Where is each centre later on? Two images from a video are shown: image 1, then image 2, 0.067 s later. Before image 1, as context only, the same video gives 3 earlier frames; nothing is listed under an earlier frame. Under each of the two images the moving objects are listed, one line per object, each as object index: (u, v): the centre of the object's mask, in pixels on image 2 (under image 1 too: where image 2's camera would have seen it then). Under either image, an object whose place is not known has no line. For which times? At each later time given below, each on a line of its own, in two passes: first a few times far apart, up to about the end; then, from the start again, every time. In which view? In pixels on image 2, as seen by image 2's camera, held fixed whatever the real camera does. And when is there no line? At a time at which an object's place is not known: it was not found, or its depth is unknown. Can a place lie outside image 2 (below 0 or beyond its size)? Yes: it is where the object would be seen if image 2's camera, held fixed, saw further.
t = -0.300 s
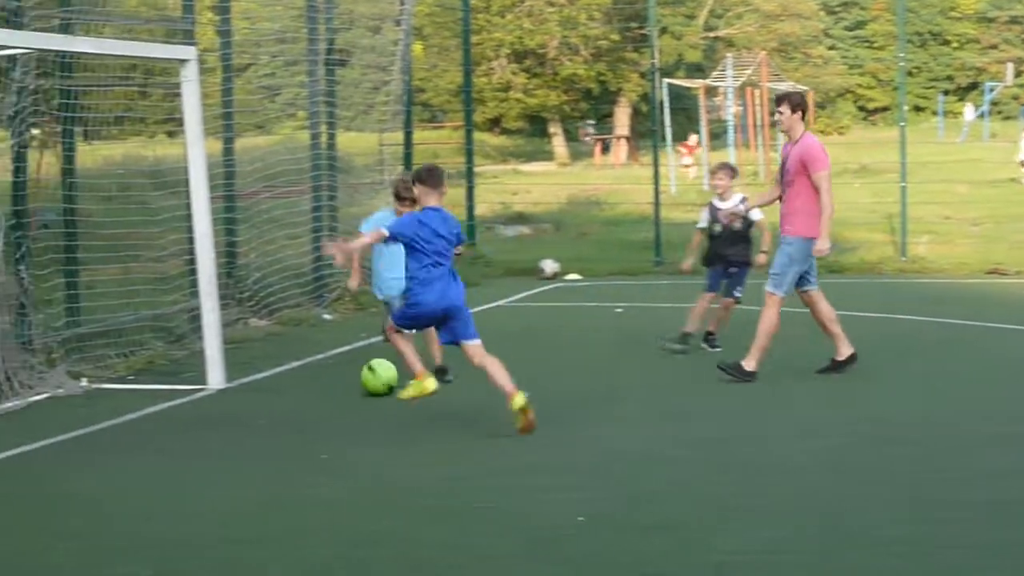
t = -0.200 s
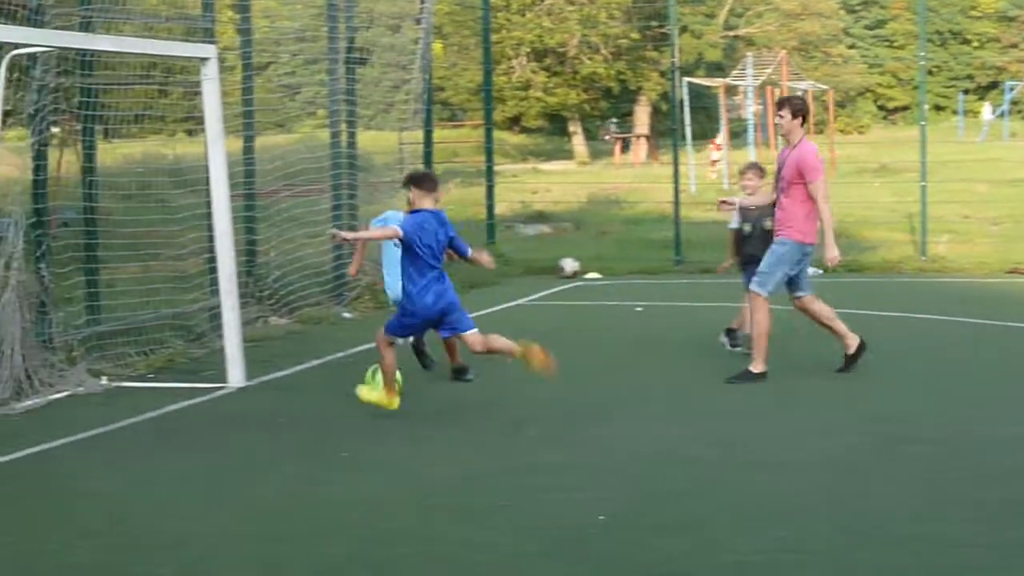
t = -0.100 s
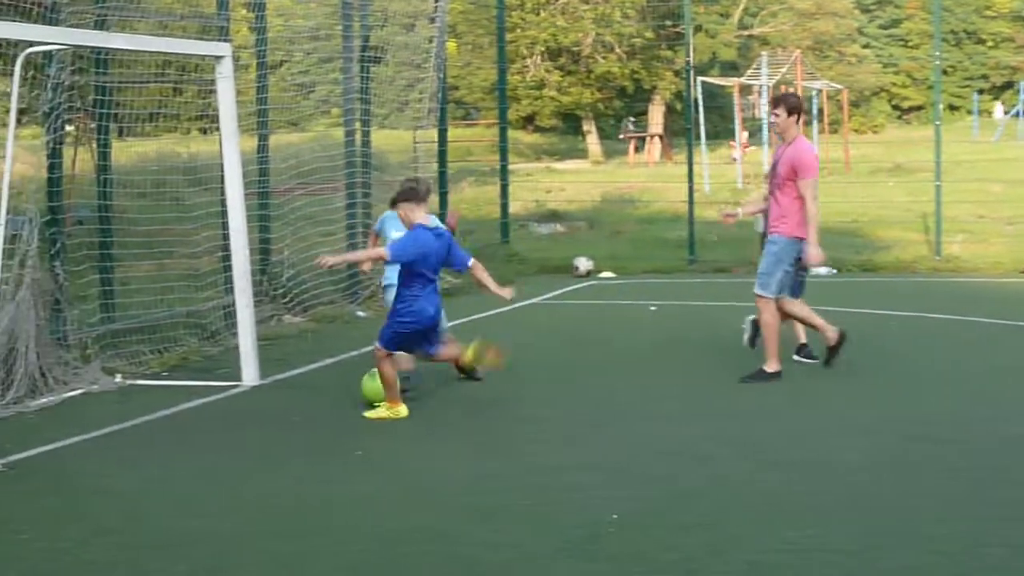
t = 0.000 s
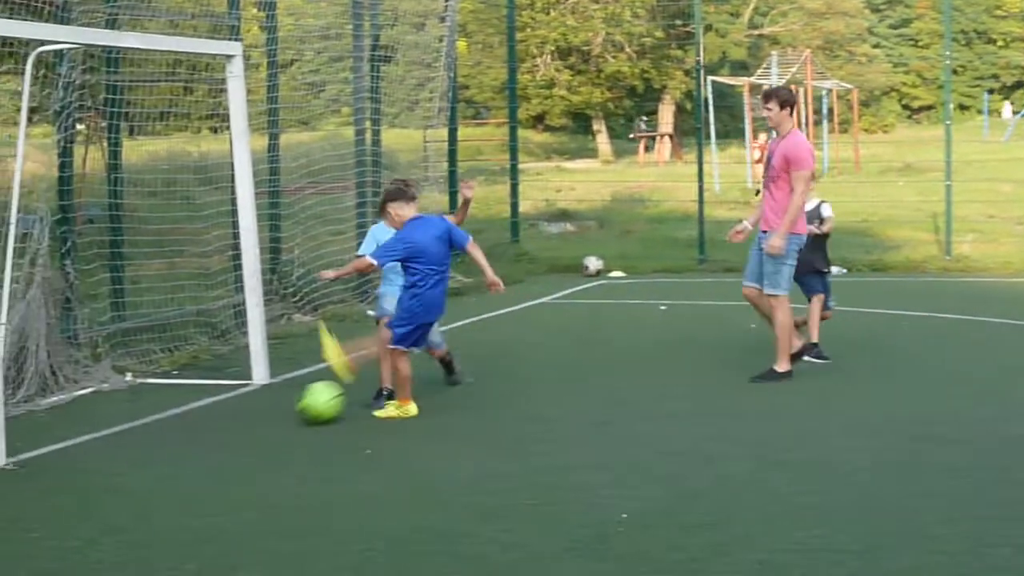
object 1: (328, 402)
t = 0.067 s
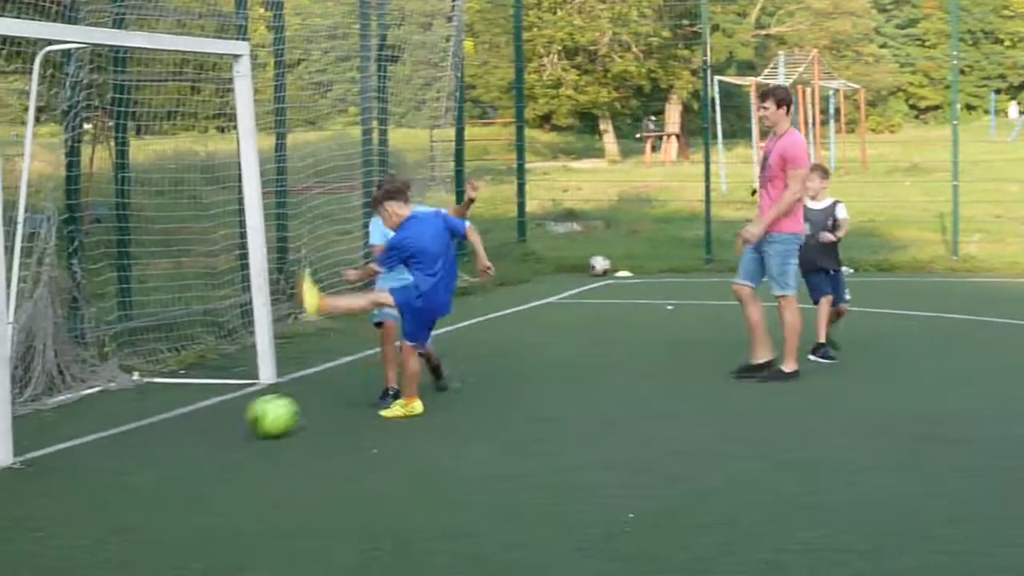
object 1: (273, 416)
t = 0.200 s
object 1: (162, 443)
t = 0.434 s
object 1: (-28, 496)
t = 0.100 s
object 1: (245, 421)
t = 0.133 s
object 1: (218, 428)
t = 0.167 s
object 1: (189, 436)
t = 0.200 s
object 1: (162, 443)
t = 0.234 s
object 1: (136, 447)
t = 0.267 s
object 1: (109, 455)
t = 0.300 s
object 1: (79, 464)
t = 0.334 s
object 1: (49, 474)
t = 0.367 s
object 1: (22, 479)
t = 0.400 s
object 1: (-7, 487)
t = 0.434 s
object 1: (-28, 496)
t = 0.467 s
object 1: (-44, 506)
